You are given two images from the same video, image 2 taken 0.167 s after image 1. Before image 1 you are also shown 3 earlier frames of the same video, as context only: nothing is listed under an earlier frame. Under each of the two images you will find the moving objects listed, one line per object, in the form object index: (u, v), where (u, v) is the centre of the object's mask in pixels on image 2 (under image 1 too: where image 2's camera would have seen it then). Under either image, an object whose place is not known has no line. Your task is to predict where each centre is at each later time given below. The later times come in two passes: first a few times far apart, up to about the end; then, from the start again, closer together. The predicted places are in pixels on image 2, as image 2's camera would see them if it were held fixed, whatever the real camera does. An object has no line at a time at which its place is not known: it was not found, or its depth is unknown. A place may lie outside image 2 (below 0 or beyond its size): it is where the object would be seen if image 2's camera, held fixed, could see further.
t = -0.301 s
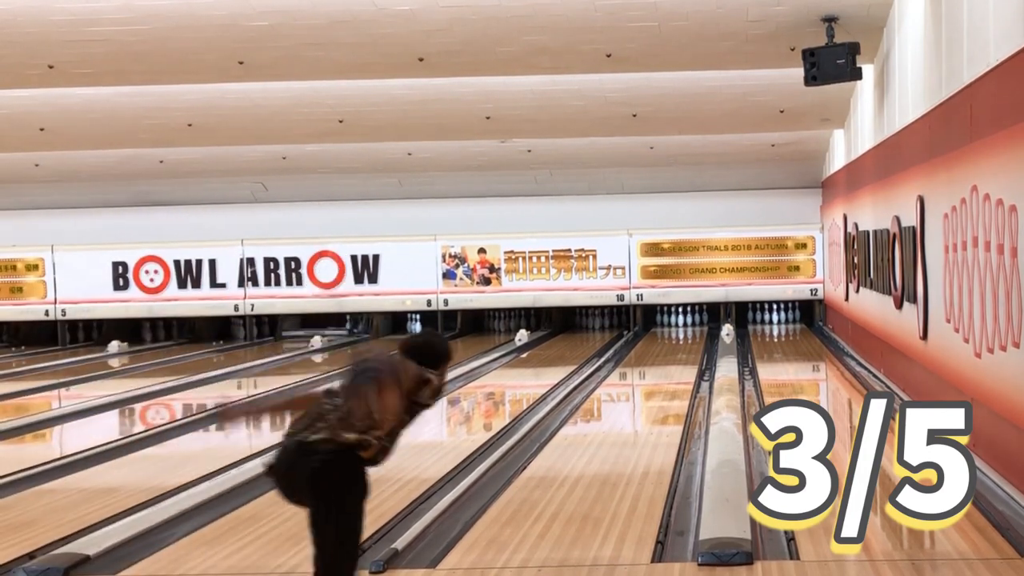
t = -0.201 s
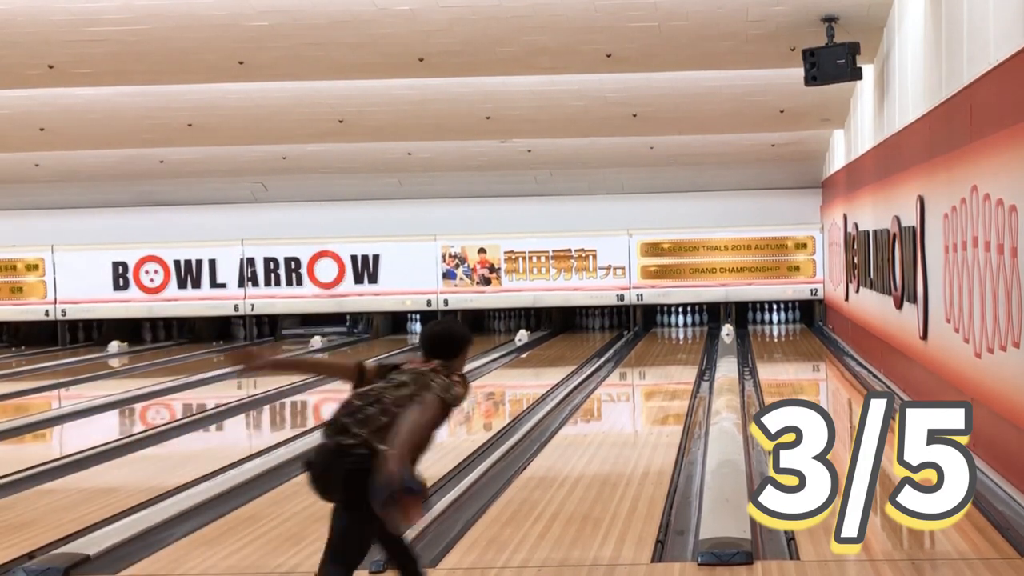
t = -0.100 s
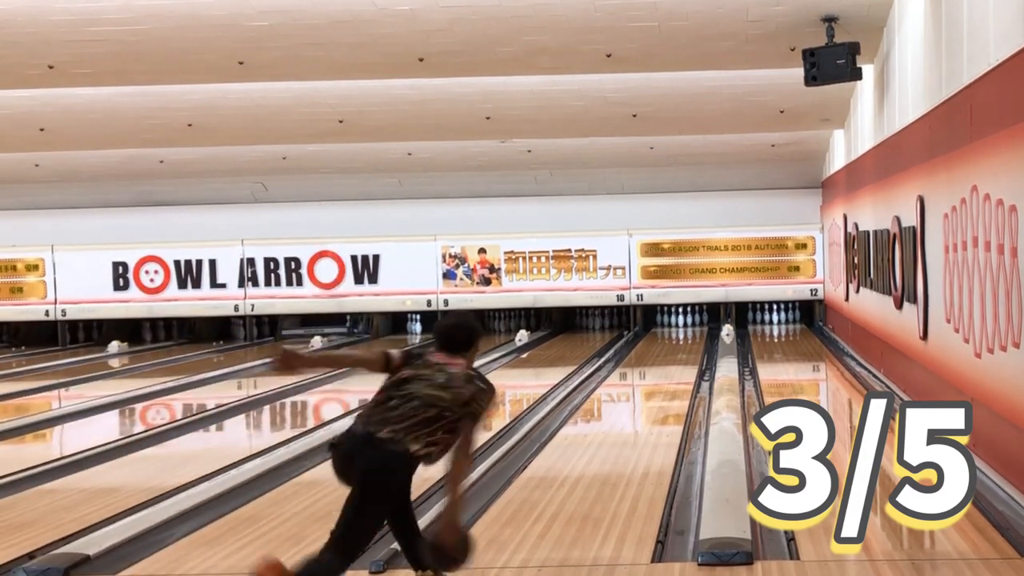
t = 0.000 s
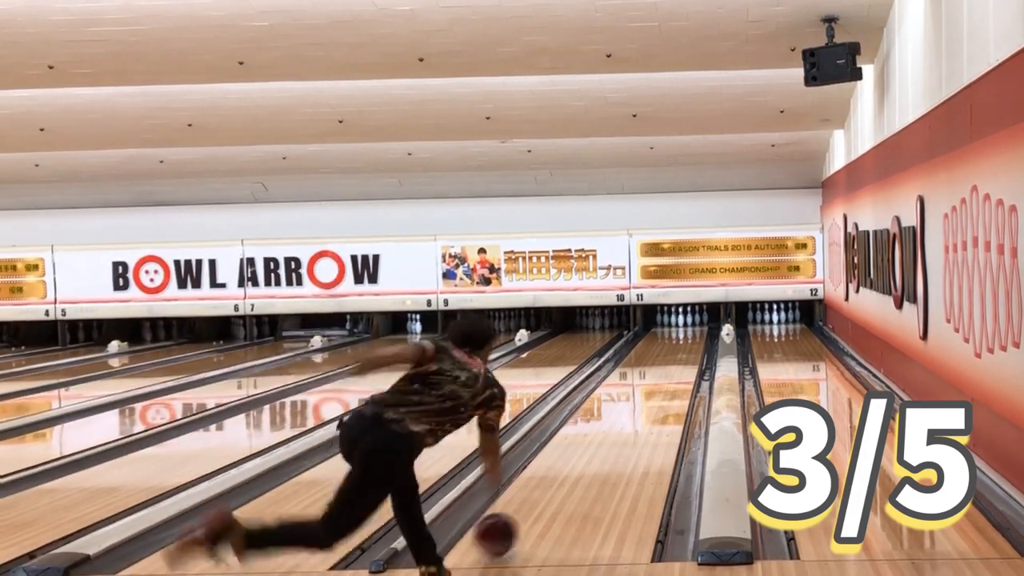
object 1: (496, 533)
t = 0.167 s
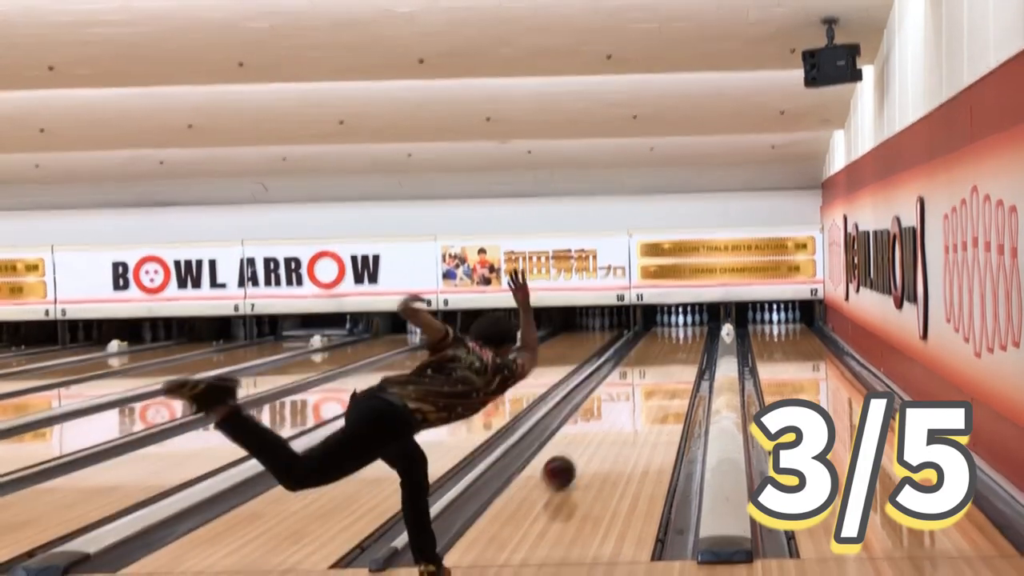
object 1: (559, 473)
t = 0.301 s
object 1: (588, 444)
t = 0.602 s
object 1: (631, 399)
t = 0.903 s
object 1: (658, 372)
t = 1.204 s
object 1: (677, 353)
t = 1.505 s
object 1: (690, 338)
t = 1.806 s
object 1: (700, 328)
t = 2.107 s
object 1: (707, 318)
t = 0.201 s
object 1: (566, 465)
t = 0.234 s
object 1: (574, 457)
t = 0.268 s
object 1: (581, 451)
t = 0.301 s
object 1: (588, 444)
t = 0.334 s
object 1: (594, 438)
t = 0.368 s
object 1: (599, 432)
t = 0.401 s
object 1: (605, 427)
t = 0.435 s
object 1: (609, 422)
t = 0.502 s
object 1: (619, 413)
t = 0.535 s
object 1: (623, 408)
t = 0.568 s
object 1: (627, 404)
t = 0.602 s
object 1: (631, 399)
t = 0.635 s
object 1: (634, 396)
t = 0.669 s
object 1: (638, 392)
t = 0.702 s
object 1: (642, 389)
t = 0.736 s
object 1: (644, 386)
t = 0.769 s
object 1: (648, 382)
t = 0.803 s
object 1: (650, 380)
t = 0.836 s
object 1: (653, 377)
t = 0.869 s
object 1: (656, 374)
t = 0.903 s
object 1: (658, 372)
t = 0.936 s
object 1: (661, 370)
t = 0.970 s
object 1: (663, 368)
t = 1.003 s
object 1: (666, 365)
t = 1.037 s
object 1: (668, 363)
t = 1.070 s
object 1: (669, 361)
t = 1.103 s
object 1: (671, 359)
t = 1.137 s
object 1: (673, 357)
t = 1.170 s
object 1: (675, 355)
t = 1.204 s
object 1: (677, 353)
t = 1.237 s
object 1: (679, 351)
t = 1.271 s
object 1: (680, 349)
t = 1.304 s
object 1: (681, 347)
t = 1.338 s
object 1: (683, 346)
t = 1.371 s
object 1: (684, 344)
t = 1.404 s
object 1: (686, 343)
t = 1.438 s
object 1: (687, 341)
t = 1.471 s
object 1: (688, 339)
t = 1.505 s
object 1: (690, 338)
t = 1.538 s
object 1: (691, 337)
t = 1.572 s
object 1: (693, 336)
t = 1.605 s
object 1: (694, 334)
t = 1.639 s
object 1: (695, 334)
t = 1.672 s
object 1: (695, 332)
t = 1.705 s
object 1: (698, 331)
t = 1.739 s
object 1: (697, 330)
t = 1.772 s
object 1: (699, 330)
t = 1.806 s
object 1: (700, 328)
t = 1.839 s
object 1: (699, 328)
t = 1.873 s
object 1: (702, 328)
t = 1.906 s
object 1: (703, 325)
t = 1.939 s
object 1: (703, 324)
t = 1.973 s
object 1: (704, 324)
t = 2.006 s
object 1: (704, 320)
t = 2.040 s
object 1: (704, 322)
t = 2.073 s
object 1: (706, 320)
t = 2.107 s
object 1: (707, 318)
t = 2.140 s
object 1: (704, 317)
